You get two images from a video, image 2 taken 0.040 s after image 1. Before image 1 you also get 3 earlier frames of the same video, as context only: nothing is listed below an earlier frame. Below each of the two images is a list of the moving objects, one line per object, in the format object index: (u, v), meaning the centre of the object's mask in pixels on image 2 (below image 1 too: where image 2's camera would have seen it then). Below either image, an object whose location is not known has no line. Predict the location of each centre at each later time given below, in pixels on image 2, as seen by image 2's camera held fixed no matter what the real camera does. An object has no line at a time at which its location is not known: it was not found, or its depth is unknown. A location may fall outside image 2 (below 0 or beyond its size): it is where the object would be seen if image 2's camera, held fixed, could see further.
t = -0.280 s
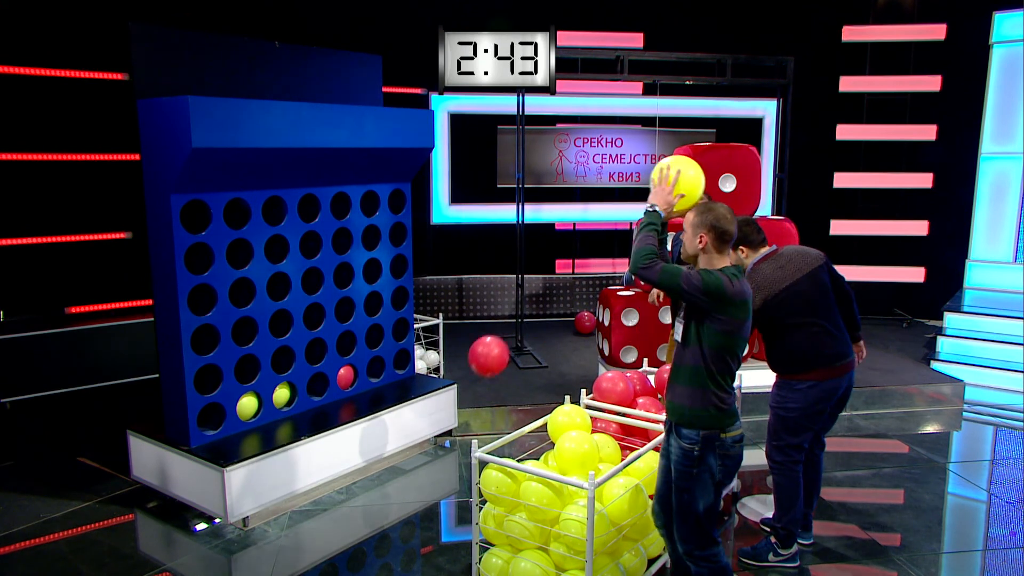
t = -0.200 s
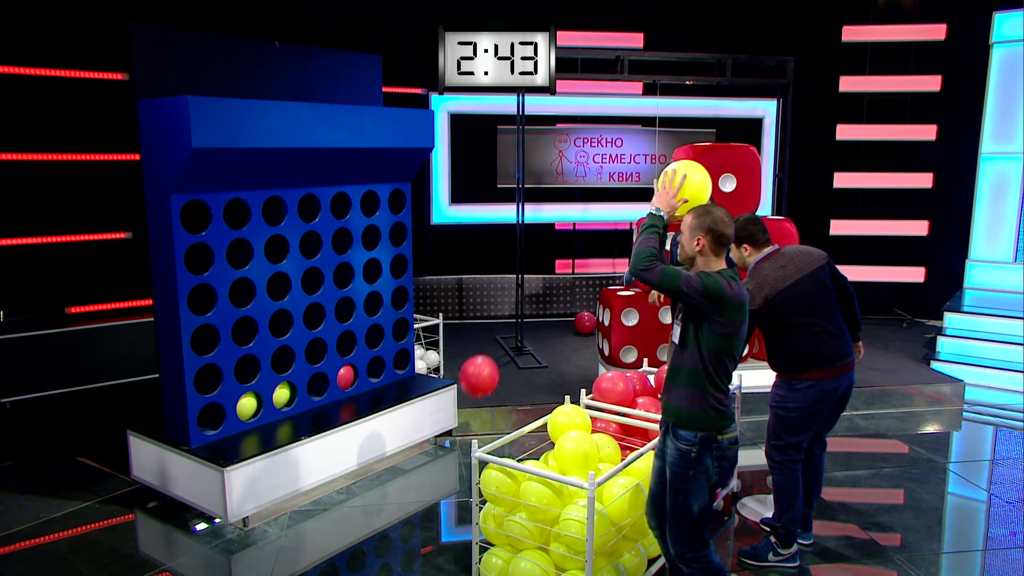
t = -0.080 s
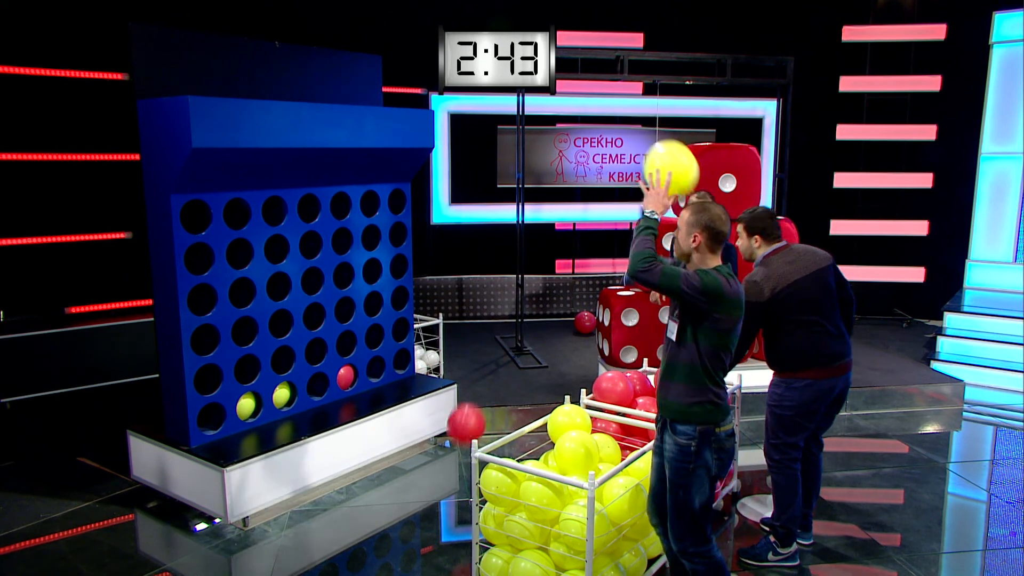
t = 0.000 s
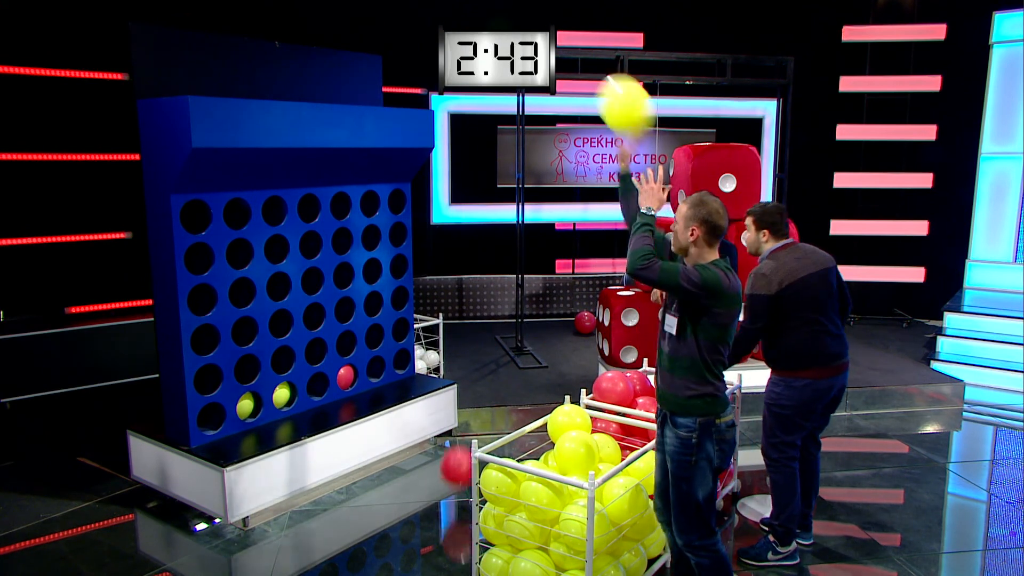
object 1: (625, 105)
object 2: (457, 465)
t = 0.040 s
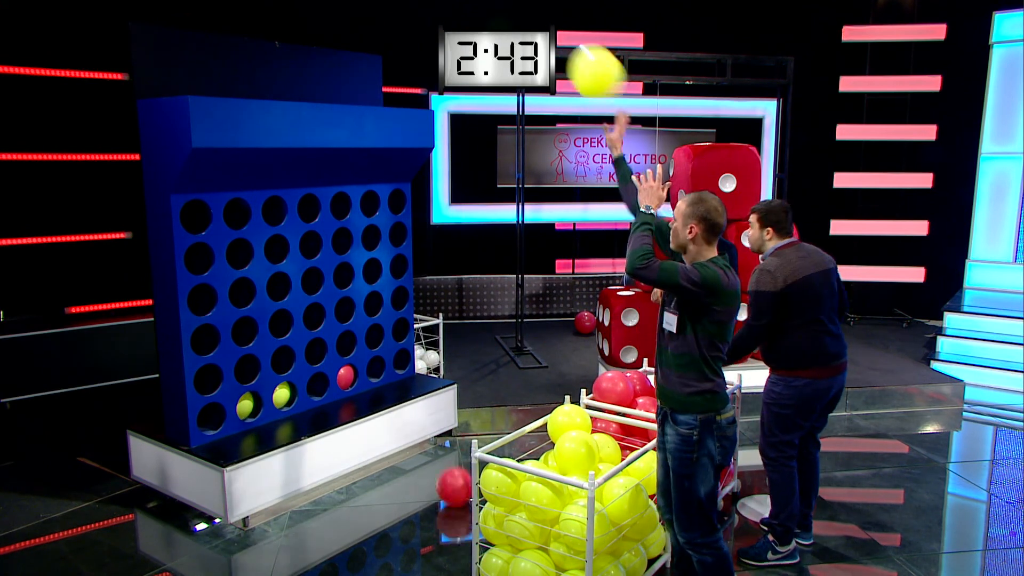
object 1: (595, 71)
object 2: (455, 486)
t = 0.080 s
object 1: (574, 49)
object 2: (450, 465)
